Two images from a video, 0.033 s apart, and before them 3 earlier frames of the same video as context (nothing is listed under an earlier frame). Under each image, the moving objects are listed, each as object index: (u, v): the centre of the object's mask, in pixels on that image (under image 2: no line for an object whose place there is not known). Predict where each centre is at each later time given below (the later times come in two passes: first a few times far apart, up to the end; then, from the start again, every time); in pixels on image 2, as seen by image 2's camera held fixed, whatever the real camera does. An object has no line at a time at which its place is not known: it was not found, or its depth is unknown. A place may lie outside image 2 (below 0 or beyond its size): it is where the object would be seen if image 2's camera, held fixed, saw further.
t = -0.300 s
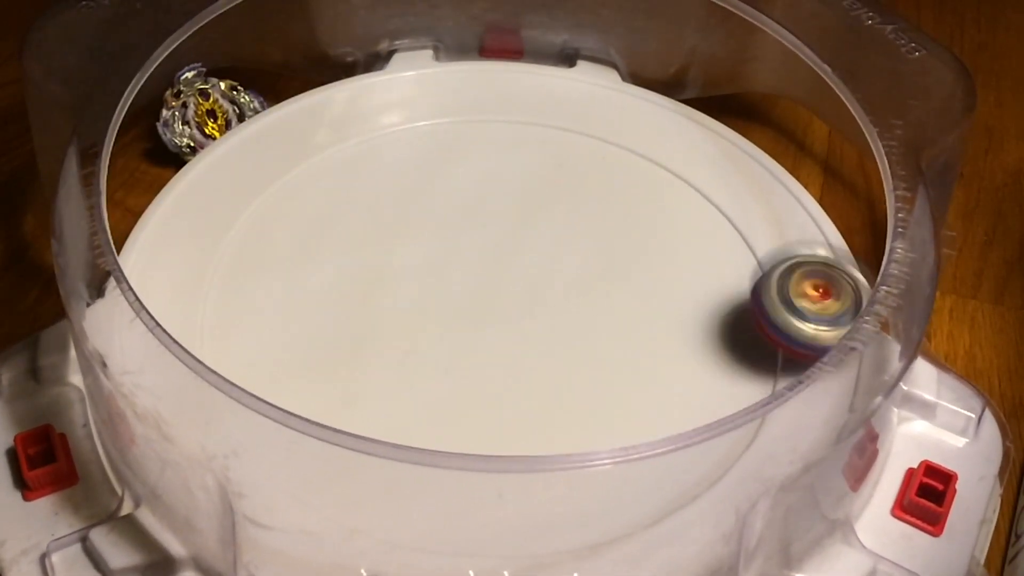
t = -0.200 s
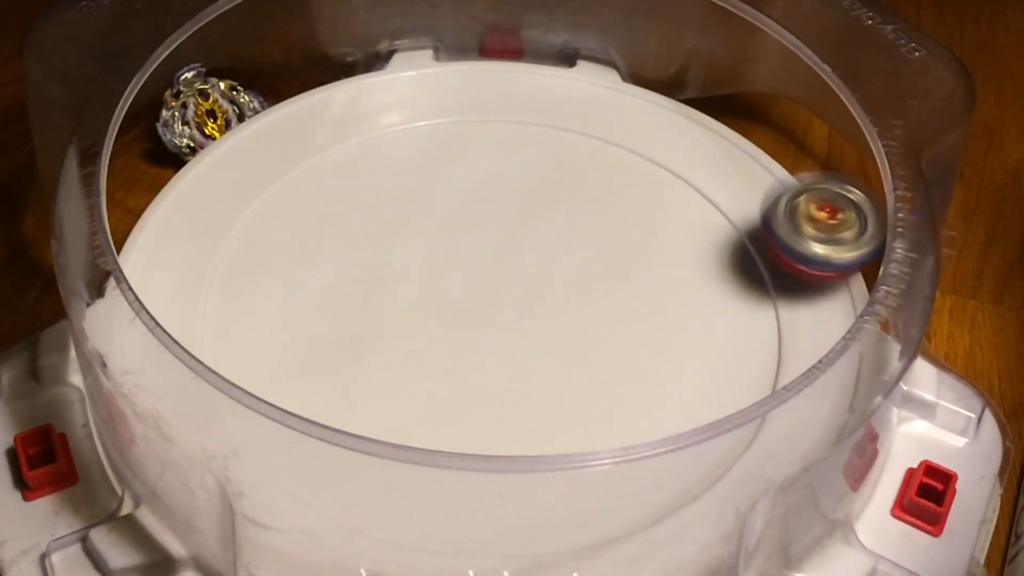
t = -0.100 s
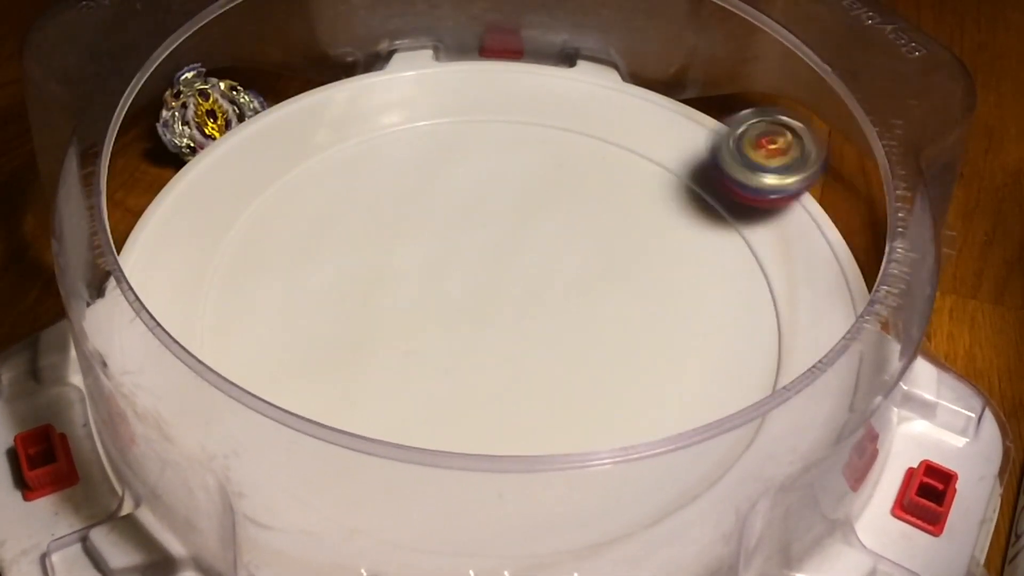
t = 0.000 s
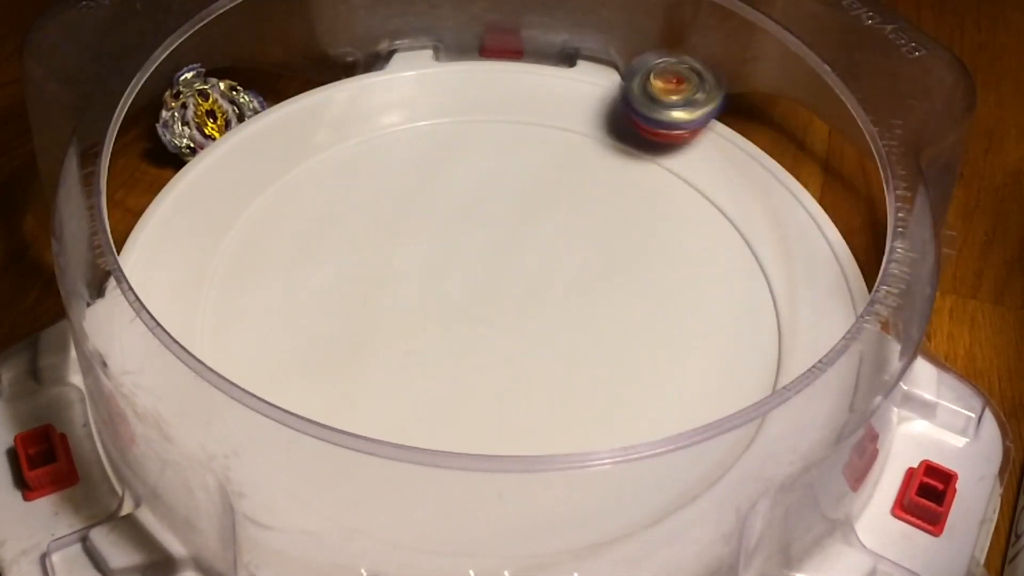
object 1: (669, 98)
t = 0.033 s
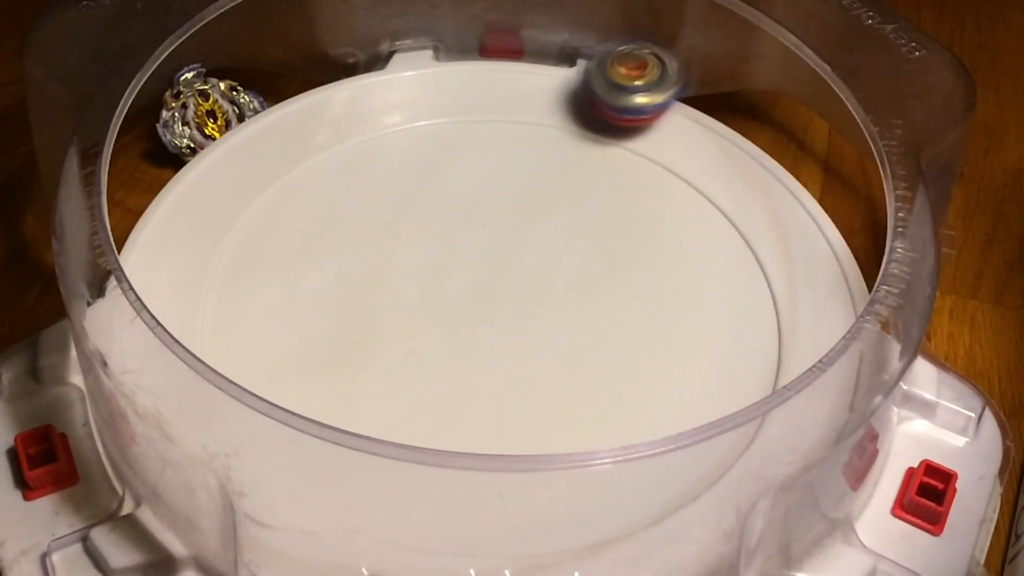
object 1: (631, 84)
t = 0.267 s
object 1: (258, 202)
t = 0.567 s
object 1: (622, 538)
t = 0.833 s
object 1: (641, 109)
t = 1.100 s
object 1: (155, 187)
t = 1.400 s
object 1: (763, 394)
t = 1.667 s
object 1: (731, 118)
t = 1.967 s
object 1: (251, 231)
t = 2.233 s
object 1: (429, 531)
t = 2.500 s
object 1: (792, 335)
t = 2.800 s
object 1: (522, 109)
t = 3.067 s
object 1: (215, 290)
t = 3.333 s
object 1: (575, 482)
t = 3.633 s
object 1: (635, 194)
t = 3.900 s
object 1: (315, 156)
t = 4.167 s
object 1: (295, 405)
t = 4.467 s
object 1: (738, 344)
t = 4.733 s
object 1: (583, 123)
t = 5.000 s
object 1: (261, 187)
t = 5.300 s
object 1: (362, 474)
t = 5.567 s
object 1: (732, 362)
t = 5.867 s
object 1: (546, 111)
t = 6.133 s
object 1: (270, 177)
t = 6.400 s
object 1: (365, 448)
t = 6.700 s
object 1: (732, 327)
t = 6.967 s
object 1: (561, 125)
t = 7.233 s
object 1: (268, 205)
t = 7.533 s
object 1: (404, 479)
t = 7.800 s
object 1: (724, 322)
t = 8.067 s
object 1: (561, 121)
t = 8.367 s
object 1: (261, 226)
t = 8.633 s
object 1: (417, 473)
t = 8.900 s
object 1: (721, 337)
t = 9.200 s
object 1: (520, 130)
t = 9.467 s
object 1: (263, 214)
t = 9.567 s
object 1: (242, 309)
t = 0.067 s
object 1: (581, 83)
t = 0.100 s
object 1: (532, 83)
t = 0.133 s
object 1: (475, 94)
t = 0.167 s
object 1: (418, 113)
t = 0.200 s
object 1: (366, 135)
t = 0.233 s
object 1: (312, 165)
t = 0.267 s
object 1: (258, 202)
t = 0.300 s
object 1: (214, 239)
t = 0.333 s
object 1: (174, 288)
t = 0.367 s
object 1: (160, 339)
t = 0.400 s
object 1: (201, 393)
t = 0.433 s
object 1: (259, 455)
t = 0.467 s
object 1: (317, 513)
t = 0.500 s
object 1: (413, 533)
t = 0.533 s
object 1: (516, 544)
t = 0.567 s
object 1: (622, 538)
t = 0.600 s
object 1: (679, 514)
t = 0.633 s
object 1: (719, 449)
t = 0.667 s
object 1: (734, 386)
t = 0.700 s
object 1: (743, 325)
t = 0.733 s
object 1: (741, 258)
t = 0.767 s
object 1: (726, 199)
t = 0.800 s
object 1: (690, 145)
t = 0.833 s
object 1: (641, 109)
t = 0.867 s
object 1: (590, 76)
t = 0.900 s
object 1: (530, 65)
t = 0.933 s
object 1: (461, 75)
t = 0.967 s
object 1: (393, 82)
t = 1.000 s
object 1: (316, 100)
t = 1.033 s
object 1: (245, 121)
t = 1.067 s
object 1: (173, 150)
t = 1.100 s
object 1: (155, 187)
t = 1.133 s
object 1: (201, 234)
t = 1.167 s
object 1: (258, 290)
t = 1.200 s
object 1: (316, 340)
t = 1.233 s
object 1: (387, 378)
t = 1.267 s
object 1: (464, 399)
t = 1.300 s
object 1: (541, 410)
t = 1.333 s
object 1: (620, 423)
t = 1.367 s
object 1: (699, 415)
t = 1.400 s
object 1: (763, 394)
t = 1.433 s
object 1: (790, 359)
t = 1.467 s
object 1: (800, 322)
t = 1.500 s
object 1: (820, 291)
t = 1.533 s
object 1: (825, 256)
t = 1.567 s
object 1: (818, 215)
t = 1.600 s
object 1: (798, 180)
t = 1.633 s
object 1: (770, 143)
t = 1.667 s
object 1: (731, 118)
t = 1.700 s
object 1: (686, 98)
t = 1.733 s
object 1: (635, 90)
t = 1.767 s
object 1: (579, 94)
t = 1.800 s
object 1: (524, 108)
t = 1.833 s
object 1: (468, 122)
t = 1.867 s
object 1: (409, 145)
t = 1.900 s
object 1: (353, 170)
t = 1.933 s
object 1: (300, 197)
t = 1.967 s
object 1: (251, 231)
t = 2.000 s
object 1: (207, 270)
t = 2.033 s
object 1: (189, 311)
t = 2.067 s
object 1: (186, 366)
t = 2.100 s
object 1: (198, 408)
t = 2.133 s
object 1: (251, 462)
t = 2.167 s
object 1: (298, 501)
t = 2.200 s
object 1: (356, 521)
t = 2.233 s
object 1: (429, 531)
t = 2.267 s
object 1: (506, 533)
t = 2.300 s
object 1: (583, 528)
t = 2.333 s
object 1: (647, 519)
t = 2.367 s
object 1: (697, 497)
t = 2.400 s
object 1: (744, 468)
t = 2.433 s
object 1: (775, 424)
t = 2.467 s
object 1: (800, 379)
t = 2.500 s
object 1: (792, 335)
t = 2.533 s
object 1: (801, 304)
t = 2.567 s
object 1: (793, 264)
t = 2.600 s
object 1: (773, 229)
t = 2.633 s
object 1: (742, 199)
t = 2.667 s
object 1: (707, 175)
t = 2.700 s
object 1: (666, 152)
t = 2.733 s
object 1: (620, 131)
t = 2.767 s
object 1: (572, 117)
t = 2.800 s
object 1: (522, 109)
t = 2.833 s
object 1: (470, 106)
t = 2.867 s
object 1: (417, 110)
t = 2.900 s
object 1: (368, 122)
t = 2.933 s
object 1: (317, 141)
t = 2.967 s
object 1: (275, 165)
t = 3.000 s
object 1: (243, 201)
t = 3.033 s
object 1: (224, 246)
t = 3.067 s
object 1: (215, 290)
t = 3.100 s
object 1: (223, 338)
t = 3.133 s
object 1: (244, 384)
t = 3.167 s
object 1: (281, 426)
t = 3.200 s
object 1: (329, 466)
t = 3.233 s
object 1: (384, 484)
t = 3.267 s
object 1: (449, 496)
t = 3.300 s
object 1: (510, 495)
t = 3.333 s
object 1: (575, 482)
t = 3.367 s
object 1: (625, 446)
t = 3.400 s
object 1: (670, 418)
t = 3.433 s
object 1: (692, 378)
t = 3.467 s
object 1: (708, 350)
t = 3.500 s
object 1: (711, 313)
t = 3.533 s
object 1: (703, 277)
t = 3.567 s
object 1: (686, 247)
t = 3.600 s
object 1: (665, 219)
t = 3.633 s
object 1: (635, 194)
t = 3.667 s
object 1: (604, 174)
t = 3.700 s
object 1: (569, 156)
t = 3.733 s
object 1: (528, 142)
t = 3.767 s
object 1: (486, 134)
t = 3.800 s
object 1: (443, 129)
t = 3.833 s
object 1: (399, 133)
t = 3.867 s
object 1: (354, 141)
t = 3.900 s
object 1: (315, 156)
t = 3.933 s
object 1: (279, 181)
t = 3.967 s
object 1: (254, 207)
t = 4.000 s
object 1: (235, 234)
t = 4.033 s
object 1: (227, 268)
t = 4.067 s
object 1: (229, 301)
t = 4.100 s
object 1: (246, 332)
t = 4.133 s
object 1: (263, 373)
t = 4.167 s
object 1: (295, 405)
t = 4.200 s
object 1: (336, 434)
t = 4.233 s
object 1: (388, 459)
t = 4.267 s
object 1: (453, 472)
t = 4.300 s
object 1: (509, 476)
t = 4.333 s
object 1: (579, 470)
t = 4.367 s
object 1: (634, 440)
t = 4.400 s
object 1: (678, 410)
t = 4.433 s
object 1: (711, 372)
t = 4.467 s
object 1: (738, 344)
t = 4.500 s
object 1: (746, 308)
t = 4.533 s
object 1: (744, 274)
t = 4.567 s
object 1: (731, 242)
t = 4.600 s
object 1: (711, 212)
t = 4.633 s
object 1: (686, 185)
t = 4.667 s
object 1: (657, 163)
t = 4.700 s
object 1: (621, 141)
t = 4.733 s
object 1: (583, 123)
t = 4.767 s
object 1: (544, 111)
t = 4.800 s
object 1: (499, 103)
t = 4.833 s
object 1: (456, 103)
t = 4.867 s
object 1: (411, 107)
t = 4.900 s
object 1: (369, 120)
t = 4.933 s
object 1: (324, 137)
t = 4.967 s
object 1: (289, 159)
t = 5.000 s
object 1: (261, 187)
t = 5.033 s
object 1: (239, 221)
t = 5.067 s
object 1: (225, 252)
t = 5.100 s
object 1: (219, 288)
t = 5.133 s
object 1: (221, 323)
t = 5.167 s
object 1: (233, 357)
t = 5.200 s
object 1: (254, 387)
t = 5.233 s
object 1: (280, 419)
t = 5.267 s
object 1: (319, 448)
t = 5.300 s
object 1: (362, 474)
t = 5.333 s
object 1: (412, 493)
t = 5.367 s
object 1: (467, 515)
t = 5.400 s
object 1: (527, 502)
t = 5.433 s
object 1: (583, 493)
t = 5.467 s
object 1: (640, 468)
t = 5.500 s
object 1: (683, 432)
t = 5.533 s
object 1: (718, 399)
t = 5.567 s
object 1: (732, 362)
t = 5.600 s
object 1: (745, 325)
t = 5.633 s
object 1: (742, 285)
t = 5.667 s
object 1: (729, 247)
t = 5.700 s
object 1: (709, 216)
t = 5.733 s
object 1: (683, 186)
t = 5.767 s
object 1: (654, 159)
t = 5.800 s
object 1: (620, 138)
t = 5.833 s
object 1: (583, 122)
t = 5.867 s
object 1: (546, 111)
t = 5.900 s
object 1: (507, 103)
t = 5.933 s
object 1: (467, 100)
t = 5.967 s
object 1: (430, 102)
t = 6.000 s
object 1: (392, 107)
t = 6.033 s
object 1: (357, 120)
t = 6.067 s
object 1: (325, 134)
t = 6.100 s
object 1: (297, 153)
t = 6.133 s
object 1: (270, 177)
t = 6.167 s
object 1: (249, 207)
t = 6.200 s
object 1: (235, 240)
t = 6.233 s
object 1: (230, 280)
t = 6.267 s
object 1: (237, 317)
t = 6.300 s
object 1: (250, 357)
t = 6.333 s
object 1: (280, 393)
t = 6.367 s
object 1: (319, 424)
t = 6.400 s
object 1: (365, 448)
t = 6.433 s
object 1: (414, 463)
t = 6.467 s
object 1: (474, 470)
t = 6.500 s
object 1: (519, 472)
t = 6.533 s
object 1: (573, 471)
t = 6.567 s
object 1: (622, 436)
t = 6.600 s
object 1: (657, 414)
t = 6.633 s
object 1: (687, 386)
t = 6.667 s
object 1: (719, 360)
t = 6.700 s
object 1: (732, 327)
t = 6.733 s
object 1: (737, 296)
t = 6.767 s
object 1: (733, 259)
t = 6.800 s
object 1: (719, 227)
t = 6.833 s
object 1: (697, 200)
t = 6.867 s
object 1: (670, 174)
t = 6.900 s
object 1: (636, 153)
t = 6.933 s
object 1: (600, 139)
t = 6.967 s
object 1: (561, 125)
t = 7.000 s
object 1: (517, 120)
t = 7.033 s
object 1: (478, 119)
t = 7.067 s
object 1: (436, 121)
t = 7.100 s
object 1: (396, 129)
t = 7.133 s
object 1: (357, 142)
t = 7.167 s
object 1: (323, 160)
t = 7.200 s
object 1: (294, 180)
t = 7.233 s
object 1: (268, 205)
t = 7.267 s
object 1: (249, 232)
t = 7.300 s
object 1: (237, 265)
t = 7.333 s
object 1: (229, 298)
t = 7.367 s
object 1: (238, 327)
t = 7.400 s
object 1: (248, 368)
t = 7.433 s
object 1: (271, 405)
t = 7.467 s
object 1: (307, 434)
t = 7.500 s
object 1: (350, 464)
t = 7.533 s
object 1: (404, 479)
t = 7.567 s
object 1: (460, 490)
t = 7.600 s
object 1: (518, 487)
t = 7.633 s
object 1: (575, 474)
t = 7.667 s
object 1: (628, 443)
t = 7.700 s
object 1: (667, 416)
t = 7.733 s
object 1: (693, 379)
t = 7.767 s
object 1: (719, 354)
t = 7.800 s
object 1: (724, 322)
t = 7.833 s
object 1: (728, 286)
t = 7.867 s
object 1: (720, 254)
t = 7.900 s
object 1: (706, 223)
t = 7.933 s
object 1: (686, 196)
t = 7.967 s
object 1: (660, 172)
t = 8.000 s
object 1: (631, 152)
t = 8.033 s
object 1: (598, 135)
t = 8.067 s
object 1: (561, 121)
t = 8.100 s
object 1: (524, 113)
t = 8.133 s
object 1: (485, 111)
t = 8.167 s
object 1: (445, 112)
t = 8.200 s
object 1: (408, 118)
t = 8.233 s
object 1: (369, 131)
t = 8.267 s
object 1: (333, 148)
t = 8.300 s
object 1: (304, 171)
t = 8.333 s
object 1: (278, 197)
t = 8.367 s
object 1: (261, 226)
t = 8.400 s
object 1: (249, 259)
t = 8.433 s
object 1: (243, 296)
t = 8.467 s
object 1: (253, 328)
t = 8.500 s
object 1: (267, 367)
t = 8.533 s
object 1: (289, 401)
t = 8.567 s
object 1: (326, 431)
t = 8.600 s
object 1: (368, 456)
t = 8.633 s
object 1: (417, 473)
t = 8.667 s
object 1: (468, 480)
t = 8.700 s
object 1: (521, 480)
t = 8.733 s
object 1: (570, 471)
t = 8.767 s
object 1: (615, 453)
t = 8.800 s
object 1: (656, 428)
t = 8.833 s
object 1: (690, 398)
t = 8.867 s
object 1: (713, 364)
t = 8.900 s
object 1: (721, 337)
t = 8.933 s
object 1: (723, 300)
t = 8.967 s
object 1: (718, 268)
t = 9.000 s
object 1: (704, 238)
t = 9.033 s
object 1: (683, 211)
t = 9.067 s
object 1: (656, 187)
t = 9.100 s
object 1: (626, 166)
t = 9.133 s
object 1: (592, 149)
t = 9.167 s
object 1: (557, 136)
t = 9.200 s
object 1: (520, 130)
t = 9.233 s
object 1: (483, 126)
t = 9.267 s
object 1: (445, 125)
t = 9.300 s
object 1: (407, 130)
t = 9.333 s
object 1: (373, 138)
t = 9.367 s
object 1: (341, 150)
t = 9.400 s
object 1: (310, 168)
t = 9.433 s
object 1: (283, 190)
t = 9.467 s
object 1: (263, 214)
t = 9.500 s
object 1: (248, 243)
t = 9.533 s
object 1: (239, 274)
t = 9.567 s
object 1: (242, 309)
